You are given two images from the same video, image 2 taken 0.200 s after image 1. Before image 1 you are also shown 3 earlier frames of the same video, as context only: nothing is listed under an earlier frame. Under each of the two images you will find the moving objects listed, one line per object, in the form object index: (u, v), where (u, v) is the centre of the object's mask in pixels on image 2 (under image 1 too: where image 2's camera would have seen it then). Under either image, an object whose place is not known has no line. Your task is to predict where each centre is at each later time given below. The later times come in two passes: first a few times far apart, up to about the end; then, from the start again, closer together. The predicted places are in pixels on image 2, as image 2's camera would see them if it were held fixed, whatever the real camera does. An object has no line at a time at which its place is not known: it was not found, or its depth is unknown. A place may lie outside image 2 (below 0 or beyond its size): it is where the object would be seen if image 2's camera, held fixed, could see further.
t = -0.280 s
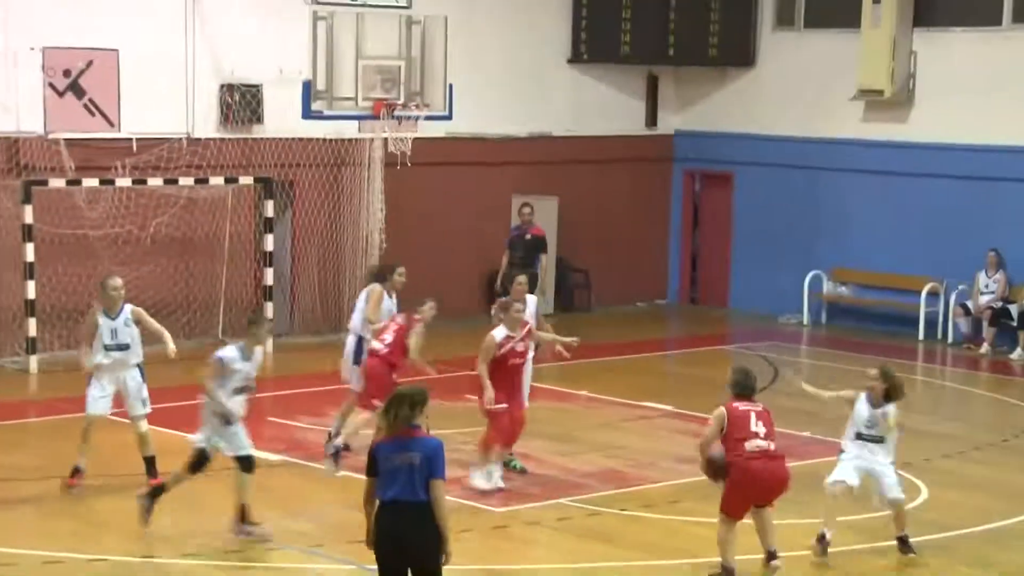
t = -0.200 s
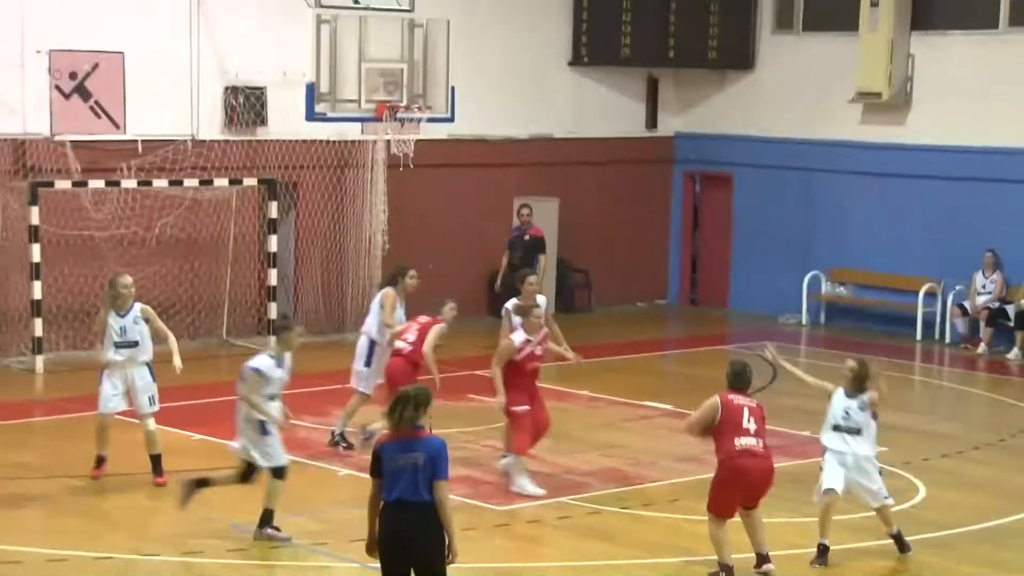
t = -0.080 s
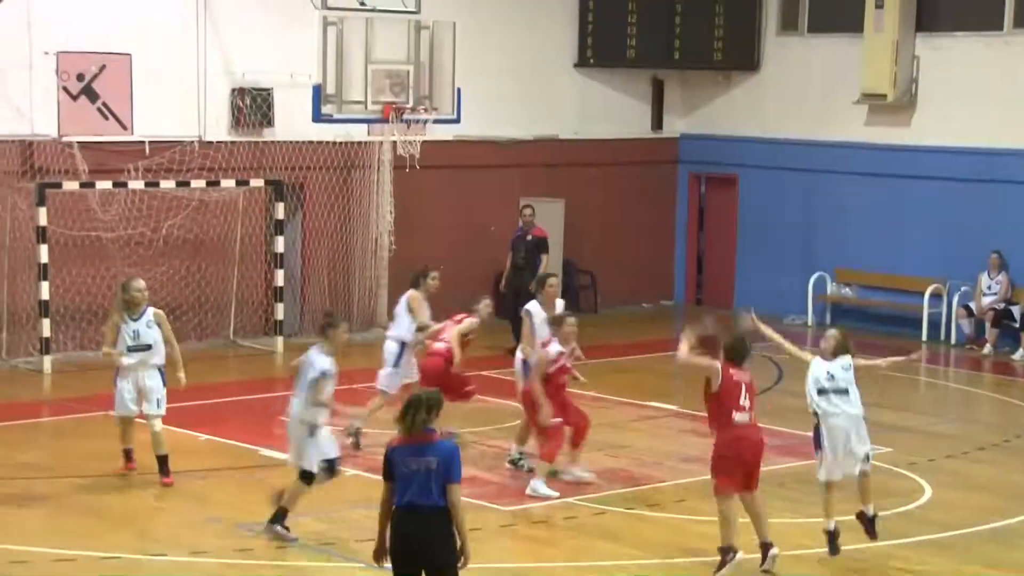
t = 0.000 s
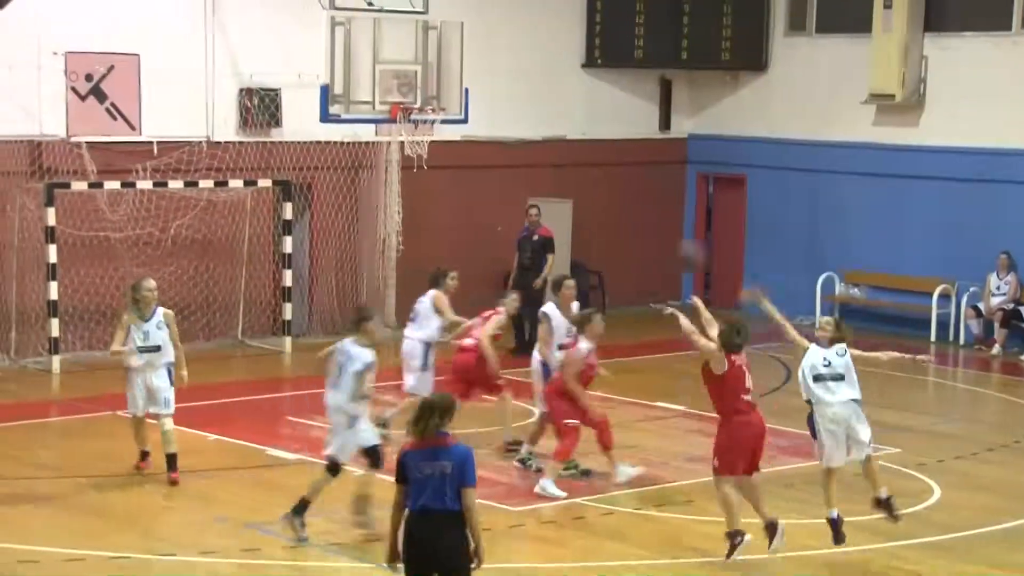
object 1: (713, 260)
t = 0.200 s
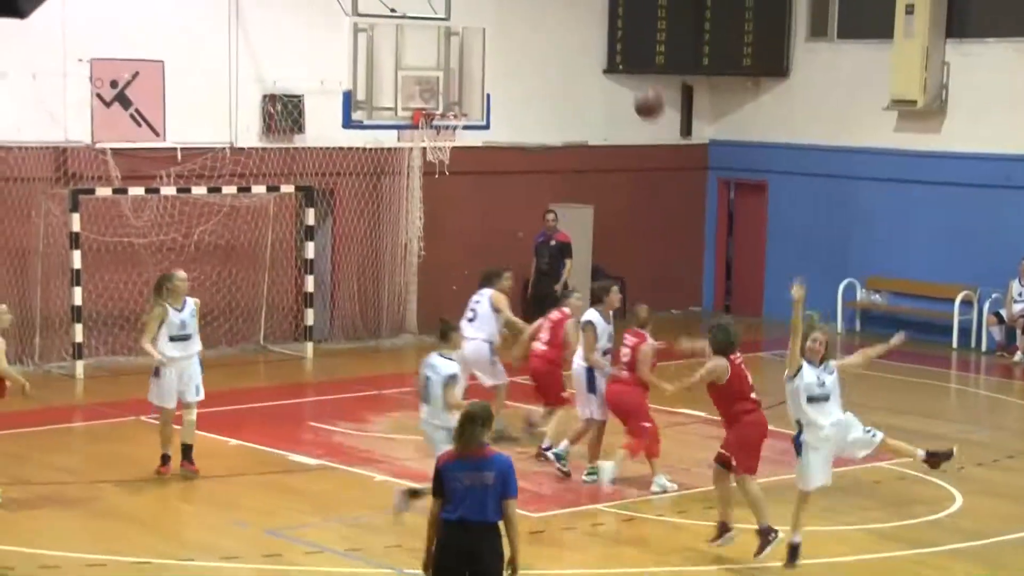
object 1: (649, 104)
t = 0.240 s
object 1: (636, 79)
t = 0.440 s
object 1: (579, -4)
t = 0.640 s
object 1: (528, -31)
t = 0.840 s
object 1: (481, -17)
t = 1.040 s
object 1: (438, 37)
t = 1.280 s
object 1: (451, 129)
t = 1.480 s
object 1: (462, 136)
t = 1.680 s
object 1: (445, 153)
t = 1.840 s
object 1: (425, 187)
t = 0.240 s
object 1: (636, 79)
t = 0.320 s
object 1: (614, 40)
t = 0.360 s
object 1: (601, 24)
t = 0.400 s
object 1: (590, 9)
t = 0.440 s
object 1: (579, -4)
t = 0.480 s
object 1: (568, -15)
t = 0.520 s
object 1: (558, -21)
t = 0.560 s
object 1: (547, -25)
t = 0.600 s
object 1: (537, -28)
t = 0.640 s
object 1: (528, -31)
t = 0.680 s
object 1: (518, -32)
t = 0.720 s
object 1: (509, -32)
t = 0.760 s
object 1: (499, -29)
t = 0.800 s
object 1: (490, -23)
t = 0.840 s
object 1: (481, -17)
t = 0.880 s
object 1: (472, -8)
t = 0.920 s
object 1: (464, 1)
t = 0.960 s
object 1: (455, 11)
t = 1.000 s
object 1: (446, 25)
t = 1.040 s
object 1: (438, 37)
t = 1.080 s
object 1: (430, 52)
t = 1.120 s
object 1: (421, 69)
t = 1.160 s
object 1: (415, 86)
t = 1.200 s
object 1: (426, 100)
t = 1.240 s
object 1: (436, 117)
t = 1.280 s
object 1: (451, 129)
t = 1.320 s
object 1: (457, 134)
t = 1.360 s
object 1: (460, 134)
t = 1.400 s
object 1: (461, 133)
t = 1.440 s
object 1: (462, 134)
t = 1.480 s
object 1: (462, 136)
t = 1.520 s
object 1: (460, 139)
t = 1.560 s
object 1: (458, 141)
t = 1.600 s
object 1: (454, 143)
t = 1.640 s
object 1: (449, 149)
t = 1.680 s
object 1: (445, 153)
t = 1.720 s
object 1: (439, 162)
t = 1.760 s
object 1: (434, 169)
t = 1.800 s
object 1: (430, 176)
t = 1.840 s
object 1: (425, 187)
